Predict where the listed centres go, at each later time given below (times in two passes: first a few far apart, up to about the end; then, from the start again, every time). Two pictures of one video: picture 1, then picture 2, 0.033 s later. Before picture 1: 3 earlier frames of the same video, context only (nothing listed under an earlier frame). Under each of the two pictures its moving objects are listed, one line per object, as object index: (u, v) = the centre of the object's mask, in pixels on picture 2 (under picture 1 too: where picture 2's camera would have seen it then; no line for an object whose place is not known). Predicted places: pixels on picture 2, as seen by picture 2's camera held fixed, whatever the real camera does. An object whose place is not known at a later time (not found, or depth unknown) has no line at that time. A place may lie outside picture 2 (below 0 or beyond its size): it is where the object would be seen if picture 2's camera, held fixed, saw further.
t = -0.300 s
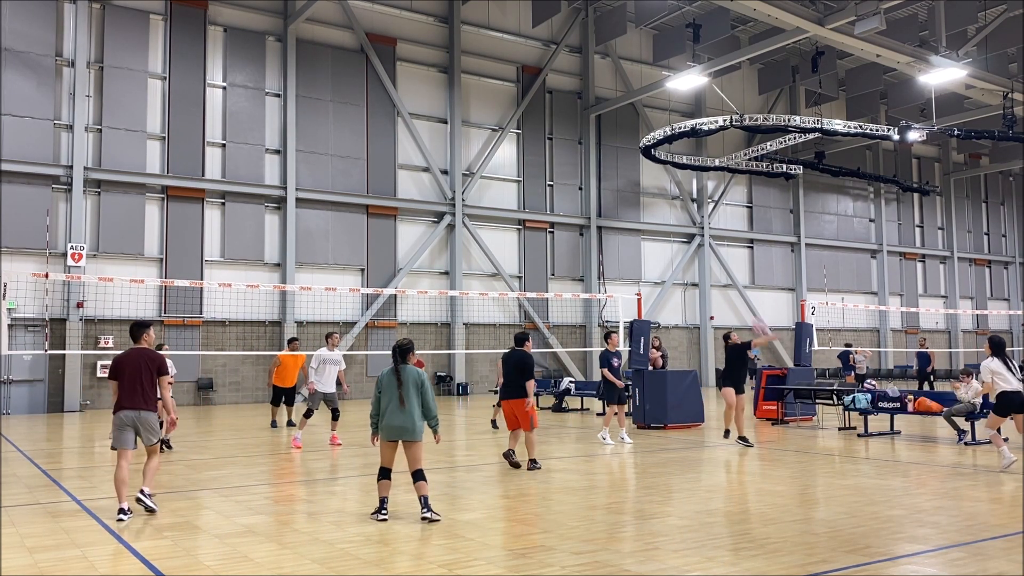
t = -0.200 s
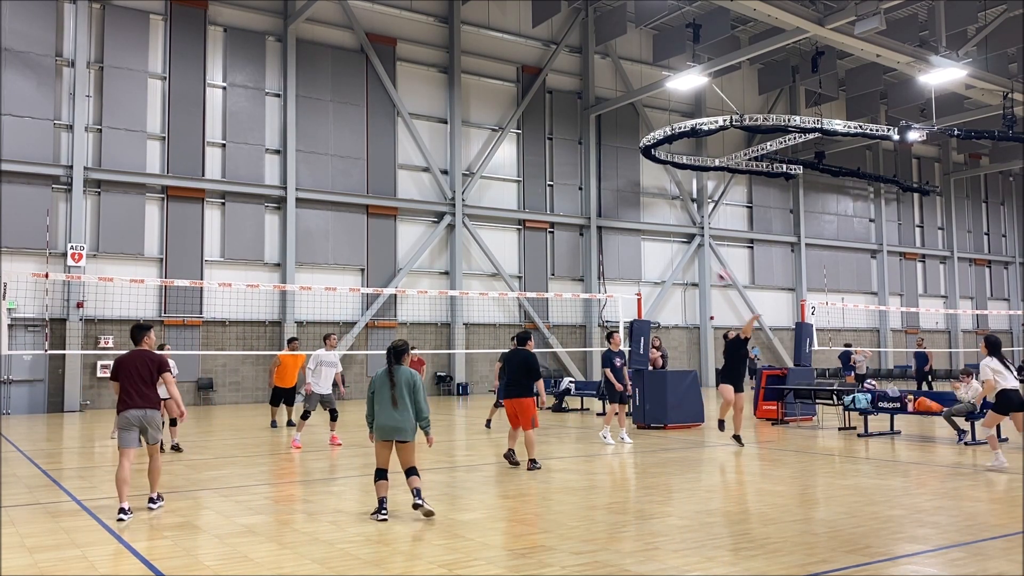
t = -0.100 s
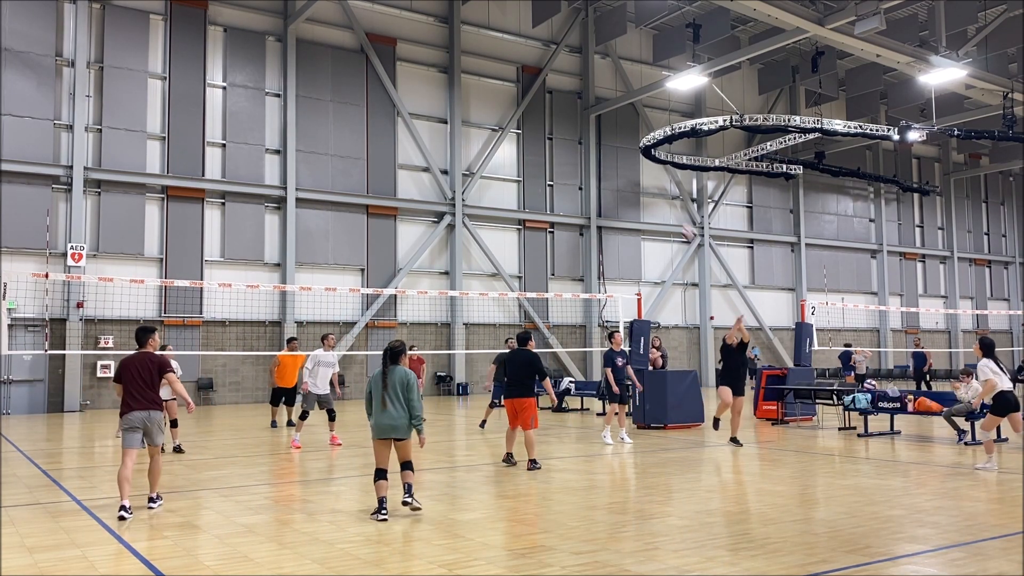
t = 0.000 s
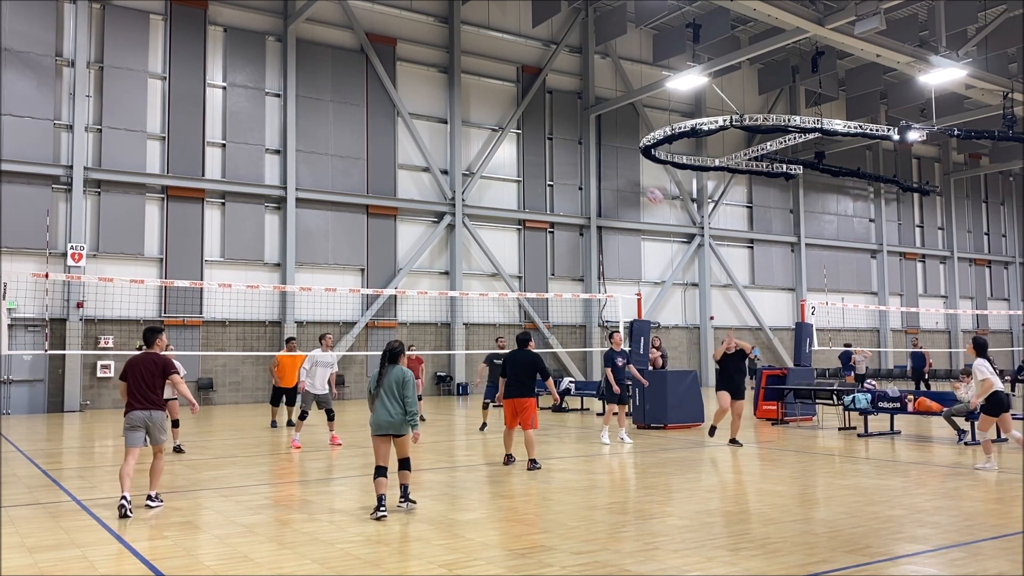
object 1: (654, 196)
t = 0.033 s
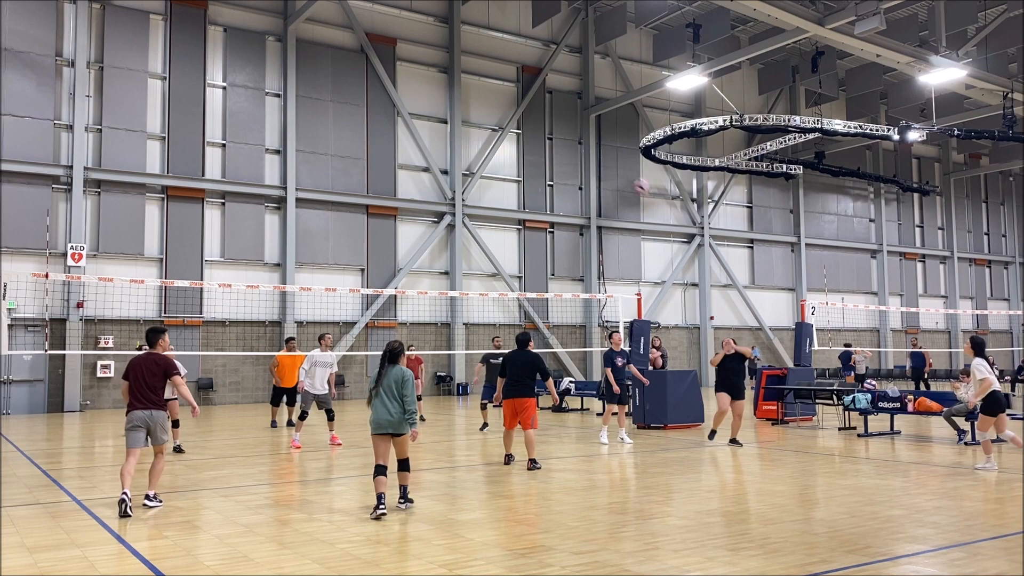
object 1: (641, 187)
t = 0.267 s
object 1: (564, 136)
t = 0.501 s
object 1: (489, 123)
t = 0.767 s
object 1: (401, 155)
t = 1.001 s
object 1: (326, 222)
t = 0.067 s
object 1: (631, 177)
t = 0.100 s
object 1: (620, 168)
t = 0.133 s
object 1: (609, 160)
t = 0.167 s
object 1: (598, 153)
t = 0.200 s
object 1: (587, 146)
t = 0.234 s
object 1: (576, 141)
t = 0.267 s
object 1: (564, 136)
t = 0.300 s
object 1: (554, 132)
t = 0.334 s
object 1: (543, 129)
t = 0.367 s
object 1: (532, 126)
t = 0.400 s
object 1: (522, 124)
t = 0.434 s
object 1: (511, 123)
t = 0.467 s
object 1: (499, 123)
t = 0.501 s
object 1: (489, 123)
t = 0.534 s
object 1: (478, 123)
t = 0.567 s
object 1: (467, 125)
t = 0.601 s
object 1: (455, 128)
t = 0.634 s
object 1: (445, 132)
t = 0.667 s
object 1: (434, 136)
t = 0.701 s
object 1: (423, 142)
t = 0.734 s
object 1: (412, 148)
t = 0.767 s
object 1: (401, 155)
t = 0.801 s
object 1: (391, 162)
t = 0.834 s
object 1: (380, 169)
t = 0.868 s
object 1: (369, 178)
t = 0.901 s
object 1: (359, 187)
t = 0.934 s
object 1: (348, 198)
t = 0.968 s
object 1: (337, 210)
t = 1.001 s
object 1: (326, 222)
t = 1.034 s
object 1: (315, 236)
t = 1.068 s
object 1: (304, 249)
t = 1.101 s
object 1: (294, 264)
